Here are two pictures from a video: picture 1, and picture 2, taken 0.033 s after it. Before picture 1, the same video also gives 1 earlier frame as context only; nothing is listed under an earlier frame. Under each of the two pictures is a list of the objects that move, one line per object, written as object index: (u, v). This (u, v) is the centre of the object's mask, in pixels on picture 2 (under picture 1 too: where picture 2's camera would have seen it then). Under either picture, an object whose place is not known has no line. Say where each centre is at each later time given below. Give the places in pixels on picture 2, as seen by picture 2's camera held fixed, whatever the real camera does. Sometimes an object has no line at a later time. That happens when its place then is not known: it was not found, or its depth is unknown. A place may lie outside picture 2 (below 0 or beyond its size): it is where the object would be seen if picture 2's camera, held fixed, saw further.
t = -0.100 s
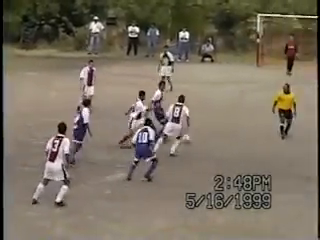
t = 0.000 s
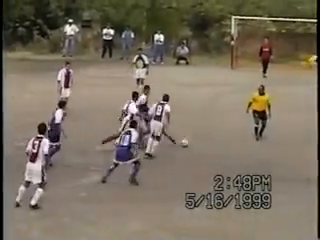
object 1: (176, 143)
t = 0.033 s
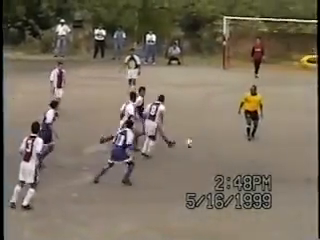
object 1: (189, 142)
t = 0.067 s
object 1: (199, 143)
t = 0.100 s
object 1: (210, 144)
